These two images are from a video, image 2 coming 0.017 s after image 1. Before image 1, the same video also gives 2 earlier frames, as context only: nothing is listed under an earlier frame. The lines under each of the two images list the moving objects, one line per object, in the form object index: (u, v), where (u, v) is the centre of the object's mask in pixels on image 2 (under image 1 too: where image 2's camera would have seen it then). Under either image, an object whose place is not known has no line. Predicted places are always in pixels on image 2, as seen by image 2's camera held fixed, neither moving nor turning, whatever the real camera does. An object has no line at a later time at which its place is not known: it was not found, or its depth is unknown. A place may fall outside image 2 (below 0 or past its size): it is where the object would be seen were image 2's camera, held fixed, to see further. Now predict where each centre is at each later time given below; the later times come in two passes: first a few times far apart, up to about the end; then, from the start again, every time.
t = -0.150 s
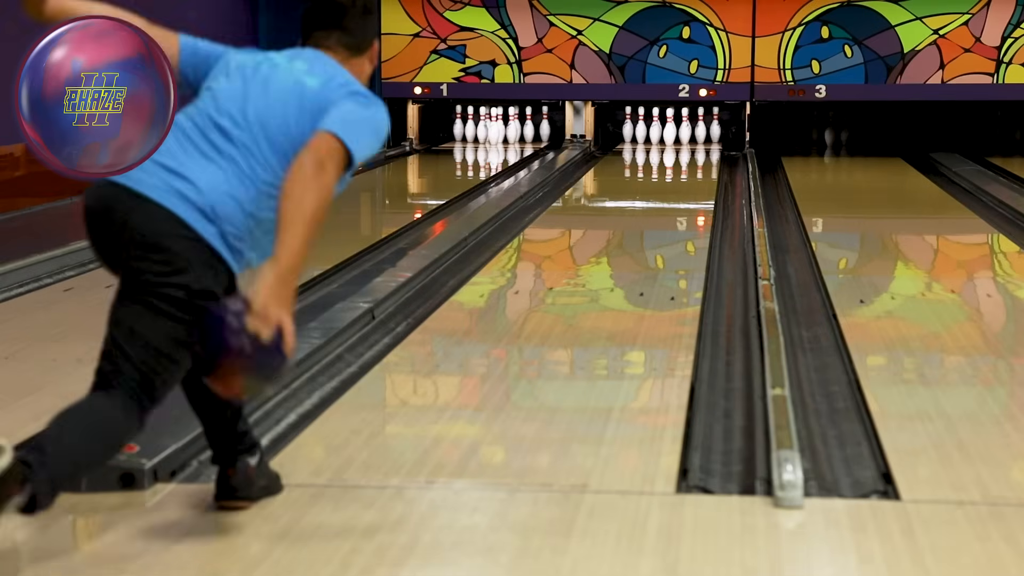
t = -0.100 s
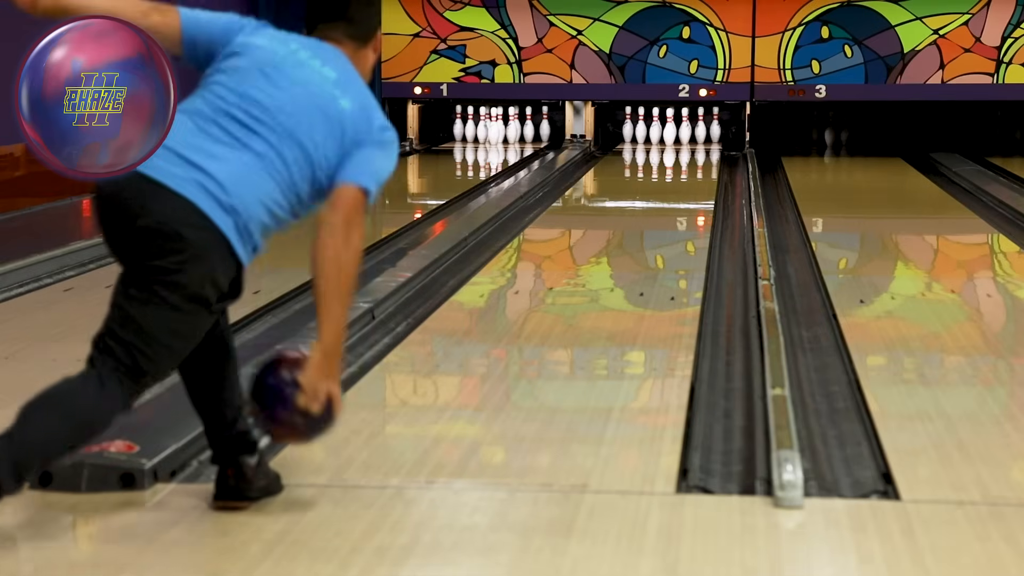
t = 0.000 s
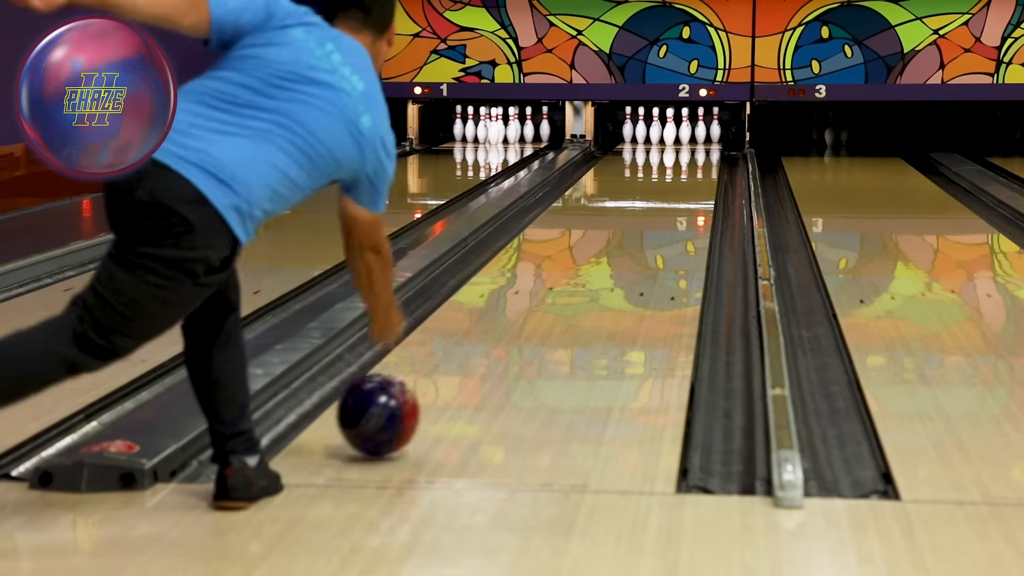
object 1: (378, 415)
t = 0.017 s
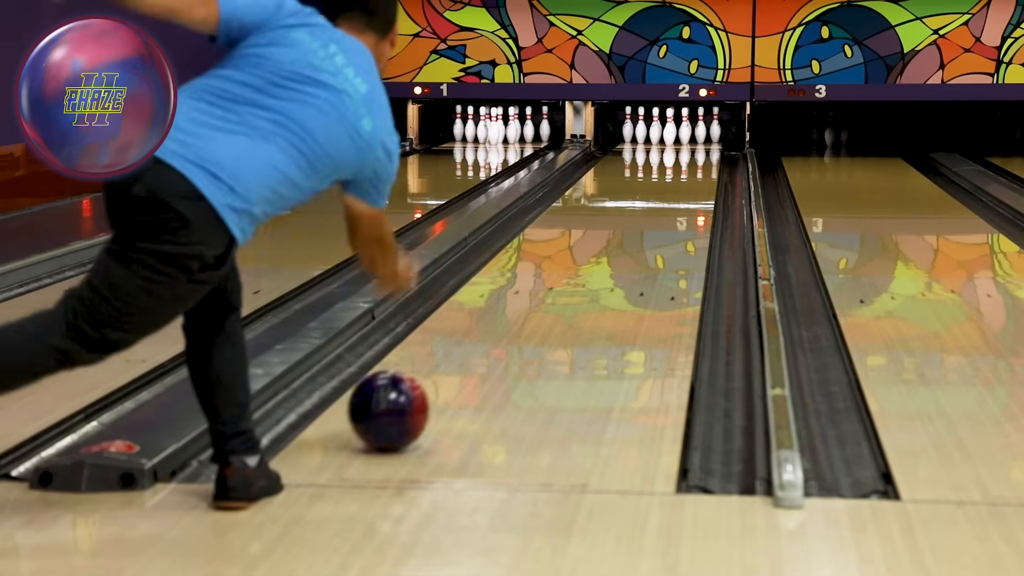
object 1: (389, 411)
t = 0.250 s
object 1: (497, 329)
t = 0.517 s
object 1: (573, 270)
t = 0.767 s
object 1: (619, 233)
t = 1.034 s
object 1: (653, 205)
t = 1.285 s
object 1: (676, 185)
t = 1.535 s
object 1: (693, 170)
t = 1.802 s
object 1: (702, 157)
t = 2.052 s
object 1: (700, 146)
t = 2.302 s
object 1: (690, 139)
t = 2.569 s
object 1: (687, 132)
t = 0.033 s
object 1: (398, 402)
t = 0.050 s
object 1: (408, 394)
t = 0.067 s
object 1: (417, 388)
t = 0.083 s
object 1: (426, 382)
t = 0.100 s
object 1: (434, 376)
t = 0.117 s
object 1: (442, 370)
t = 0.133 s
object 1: (450, 364)
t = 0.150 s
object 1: (457, 359)
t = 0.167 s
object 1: (465, 353)
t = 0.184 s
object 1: (471, 348)
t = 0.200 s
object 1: (478, 343)
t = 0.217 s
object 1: (485, 338)
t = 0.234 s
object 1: (491, 333)
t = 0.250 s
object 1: (497, 329)
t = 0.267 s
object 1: (503, 324)
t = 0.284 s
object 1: (508, 320)
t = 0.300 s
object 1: (514, 315)
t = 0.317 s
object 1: (519, 311)
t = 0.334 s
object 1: (525, 307)
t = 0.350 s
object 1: (530, 303)
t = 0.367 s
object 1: (534, 300)
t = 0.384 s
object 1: (539, 296)
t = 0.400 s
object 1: (544, 292)
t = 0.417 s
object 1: (548, 289)
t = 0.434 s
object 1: (553, 285)
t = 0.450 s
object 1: (557, 282)
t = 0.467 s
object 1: (561, 279)
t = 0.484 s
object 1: (565, 276)
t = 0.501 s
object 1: (569, 273)
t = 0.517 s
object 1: (573, 270)
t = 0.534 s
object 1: (576, 267)
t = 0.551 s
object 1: (580, 264)
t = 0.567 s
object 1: (583, 262)
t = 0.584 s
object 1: (587, 259)
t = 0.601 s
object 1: (590, 256)
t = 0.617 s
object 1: (593, 254)
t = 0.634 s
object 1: (596, 251)
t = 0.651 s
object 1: (599, 249)
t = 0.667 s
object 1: (602, 247)
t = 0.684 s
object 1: (605, 244)
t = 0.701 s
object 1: (608, 242)
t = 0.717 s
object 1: (611, 240)
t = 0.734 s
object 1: (613, 238)
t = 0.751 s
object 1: (616, 235)
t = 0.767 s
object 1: (619, 233)
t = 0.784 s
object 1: (621, 231)
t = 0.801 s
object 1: (624, 229)
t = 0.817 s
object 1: (626, 227)
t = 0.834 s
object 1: (628, 225)
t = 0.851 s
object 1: (631, 224)
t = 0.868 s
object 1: (633, 222)
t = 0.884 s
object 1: (635, 220)
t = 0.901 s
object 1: (637, 218)
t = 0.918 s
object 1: (639, 216)
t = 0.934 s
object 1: (641, 215)
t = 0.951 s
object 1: (643, 213)
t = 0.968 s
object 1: (645, 211)
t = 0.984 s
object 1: (647, 210)
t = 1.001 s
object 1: (649, 208)
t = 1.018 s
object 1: (651, 206)
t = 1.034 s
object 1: (653, 205)
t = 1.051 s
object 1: (655, 203)
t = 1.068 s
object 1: (656, 202)
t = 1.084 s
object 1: (658, 201)
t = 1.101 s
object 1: (660, 199)
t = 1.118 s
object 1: (661, 198)
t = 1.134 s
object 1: (663, 196)
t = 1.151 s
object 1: (665, 195)
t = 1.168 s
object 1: (666, 194)
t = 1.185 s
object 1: (668, 193)
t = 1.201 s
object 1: (669, 191)
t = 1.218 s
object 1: (671, 190)
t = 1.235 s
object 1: (672, 189)
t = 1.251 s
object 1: (673, 187)
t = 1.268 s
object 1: (675, 186)
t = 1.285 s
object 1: (676, 185)
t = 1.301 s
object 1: (677, 184)
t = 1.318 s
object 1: (678, 183)
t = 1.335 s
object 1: (680, 182)
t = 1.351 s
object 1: (681, 181)
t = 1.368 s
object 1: (682, 180)
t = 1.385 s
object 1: (683, 179)
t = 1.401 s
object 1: (684, 178)
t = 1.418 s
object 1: (686, 177)
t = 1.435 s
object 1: (687, 176)
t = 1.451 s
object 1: (688, 175)
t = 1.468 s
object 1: (689, 174)
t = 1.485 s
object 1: (690, 173)
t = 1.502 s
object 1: (691, 172)
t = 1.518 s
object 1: (692, 171)
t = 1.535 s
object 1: (693, 170)
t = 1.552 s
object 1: (693, 169)
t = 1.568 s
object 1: (694, 168)
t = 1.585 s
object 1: (695, 167)
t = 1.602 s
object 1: (696, 166)
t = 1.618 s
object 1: (697, 165)
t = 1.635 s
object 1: (697, 164)
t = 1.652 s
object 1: (698, 164)
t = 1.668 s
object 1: (699, 163)
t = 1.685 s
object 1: (699, 162)
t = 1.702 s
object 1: (700, 161)
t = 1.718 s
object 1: (700, 160)
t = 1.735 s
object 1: (701, 160)
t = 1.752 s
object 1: (701, 159)
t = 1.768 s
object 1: (702, 158)
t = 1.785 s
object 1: (702, 157)
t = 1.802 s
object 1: (702, 157)
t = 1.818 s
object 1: (702, 156)
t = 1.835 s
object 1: (702, 155)
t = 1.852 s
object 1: (702, 155)
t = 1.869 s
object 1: (703, 154)
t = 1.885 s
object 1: (703, 153)
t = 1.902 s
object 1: (703, 152)
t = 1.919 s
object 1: (703, 151)
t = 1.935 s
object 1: (703, 151)
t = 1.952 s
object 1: (702, 150)
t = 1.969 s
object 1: (702, 150)
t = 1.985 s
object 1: (702, 149)
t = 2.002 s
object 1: (702, 148)
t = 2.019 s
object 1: (701, 147)
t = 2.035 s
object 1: (701, 147)
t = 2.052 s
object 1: (700, 146)
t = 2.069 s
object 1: (700, 146)
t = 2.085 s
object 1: (700, 145)
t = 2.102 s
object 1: (699, 145)
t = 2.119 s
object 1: (698, 144)
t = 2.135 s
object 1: (698, 144)
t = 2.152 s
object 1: (697, 143)
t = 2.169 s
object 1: (696, 143)
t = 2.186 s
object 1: (696, 142)
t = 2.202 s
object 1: (695, 142)
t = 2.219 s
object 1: (694, 141)
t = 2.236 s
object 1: (694, 141)
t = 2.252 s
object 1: (692, 140)
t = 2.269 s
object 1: (692, 140)
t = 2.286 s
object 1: (691, 139)
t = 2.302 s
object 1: (690, 139)
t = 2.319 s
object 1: (689, 139)
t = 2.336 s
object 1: (688, 138)
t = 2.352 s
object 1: (687, 137)
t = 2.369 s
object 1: (686, 137)
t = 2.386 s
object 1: (686, 136)
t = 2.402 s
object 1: (685, 137)
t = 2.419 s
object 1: (683, 136)
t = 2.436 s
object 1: (684, 136)
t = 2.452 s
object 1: (684, 135)
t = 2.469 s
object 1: (685, 135)
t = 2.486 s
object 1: (685, 134)
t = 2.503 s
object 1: (686, 134)
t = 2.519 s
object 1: (687, 134)
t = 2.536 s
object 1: (687, 133)
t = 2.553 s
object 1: (687, 133)
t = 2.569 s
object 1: (687, 132)
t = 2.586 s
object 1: (687, 132)
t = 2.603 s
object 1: (687, 132)
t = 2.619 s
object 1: (687, 132)
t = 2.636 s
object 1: (686, 131)
